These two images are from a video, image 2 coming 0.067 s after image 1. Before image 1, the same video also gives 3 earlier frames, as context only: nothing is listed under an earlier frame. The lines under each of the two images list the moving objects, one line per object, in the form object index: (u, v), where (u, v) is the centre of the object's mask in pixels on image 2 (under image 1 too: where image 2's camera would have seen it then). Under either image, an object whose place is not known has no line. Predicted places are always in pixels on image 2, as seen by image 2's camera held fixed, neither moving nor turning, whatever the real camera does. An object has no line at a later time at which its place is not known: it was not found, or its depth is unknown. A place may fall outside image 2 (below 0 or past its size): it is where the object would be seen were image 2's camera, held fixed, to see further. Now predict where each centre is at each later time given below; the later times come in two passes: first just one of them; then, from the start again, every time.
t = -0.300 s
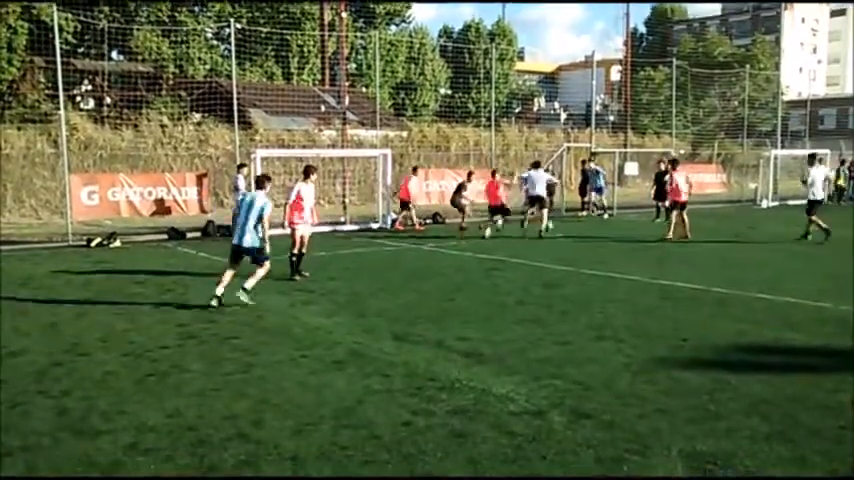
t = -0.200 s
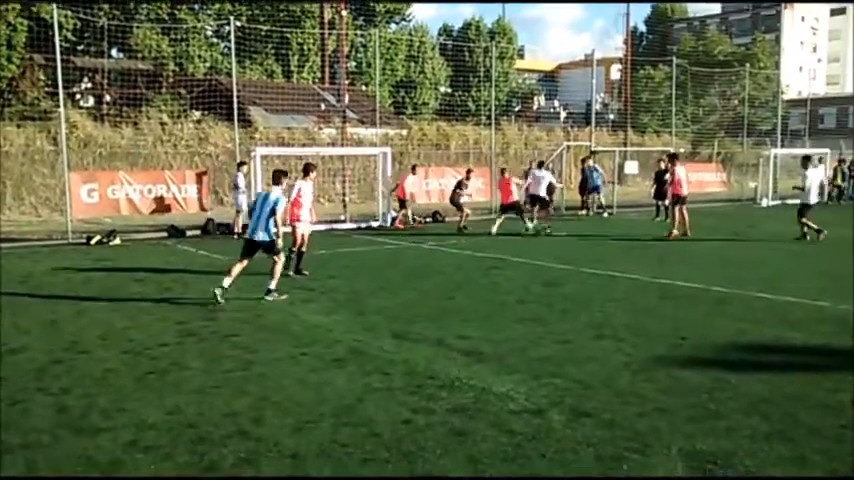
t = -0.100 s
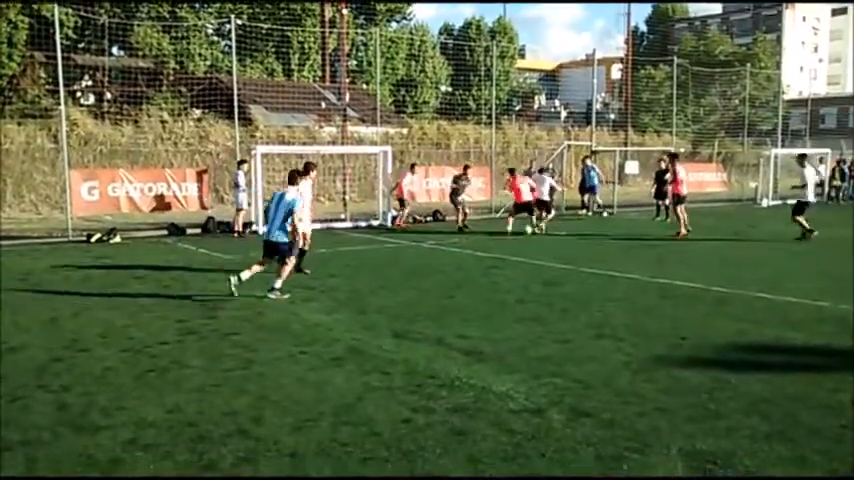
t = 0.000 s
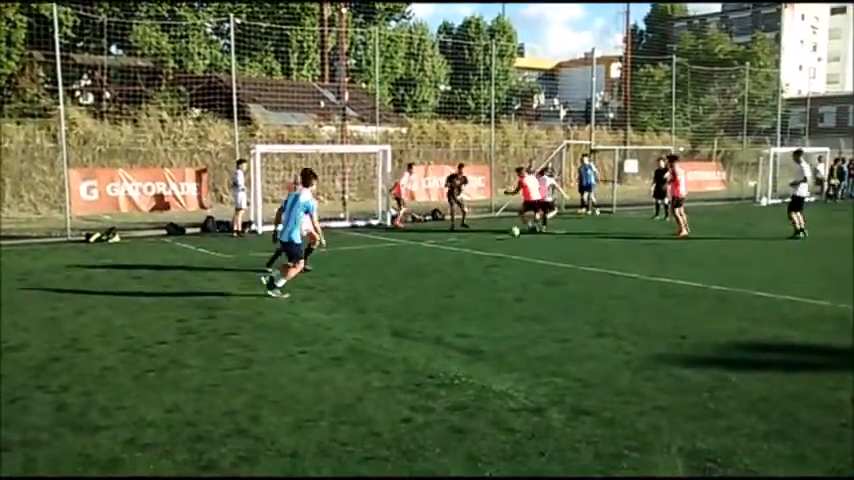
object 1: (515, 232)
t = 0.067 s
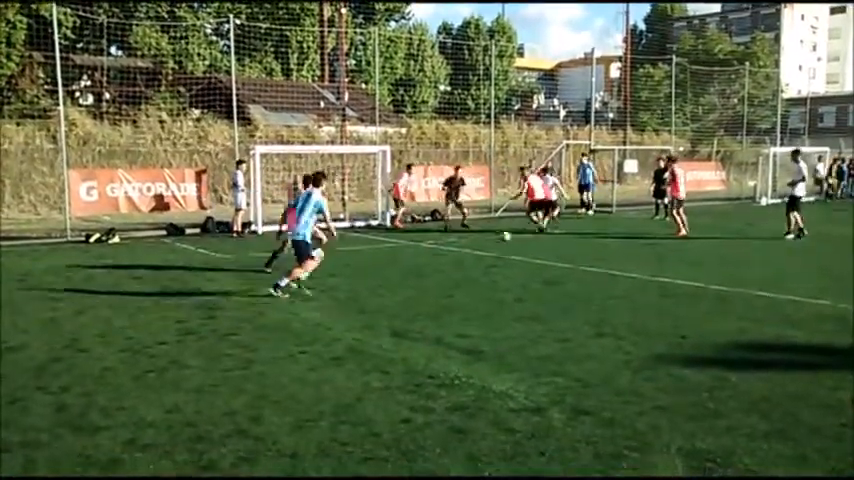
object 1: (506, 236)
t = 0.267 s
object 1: (479, 245)
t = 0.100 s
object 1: (502, 237)
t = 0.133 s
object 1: (499, 238)
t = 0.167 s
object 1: (494, 238)
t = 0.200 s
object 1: (489, 240)
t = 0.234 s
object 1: (484, 242)
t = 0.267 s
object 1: (479, 245)
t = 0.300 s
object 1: (474, 245)
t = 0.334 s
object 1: (470, 245)
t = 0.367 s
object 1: (464, 247)
